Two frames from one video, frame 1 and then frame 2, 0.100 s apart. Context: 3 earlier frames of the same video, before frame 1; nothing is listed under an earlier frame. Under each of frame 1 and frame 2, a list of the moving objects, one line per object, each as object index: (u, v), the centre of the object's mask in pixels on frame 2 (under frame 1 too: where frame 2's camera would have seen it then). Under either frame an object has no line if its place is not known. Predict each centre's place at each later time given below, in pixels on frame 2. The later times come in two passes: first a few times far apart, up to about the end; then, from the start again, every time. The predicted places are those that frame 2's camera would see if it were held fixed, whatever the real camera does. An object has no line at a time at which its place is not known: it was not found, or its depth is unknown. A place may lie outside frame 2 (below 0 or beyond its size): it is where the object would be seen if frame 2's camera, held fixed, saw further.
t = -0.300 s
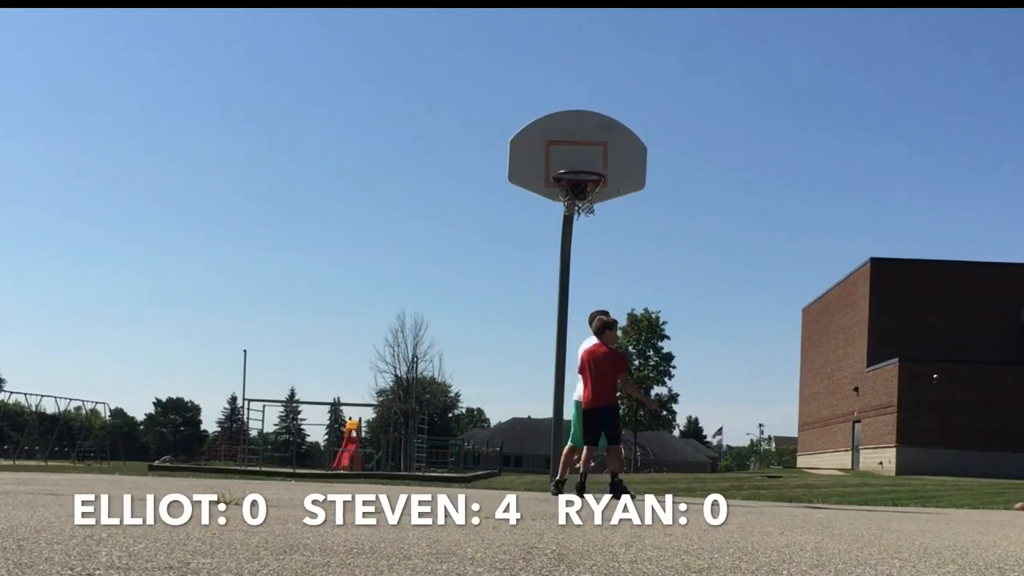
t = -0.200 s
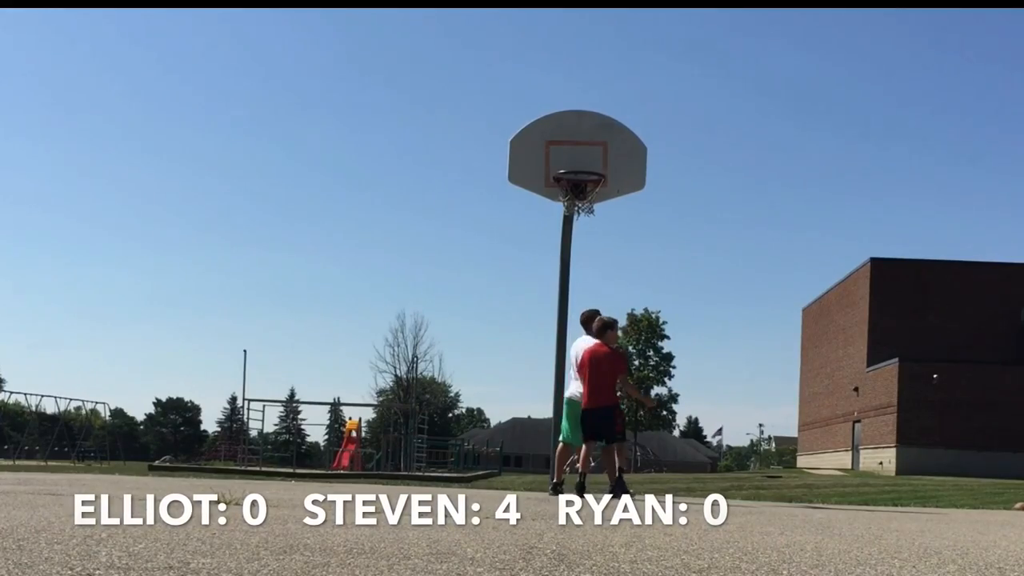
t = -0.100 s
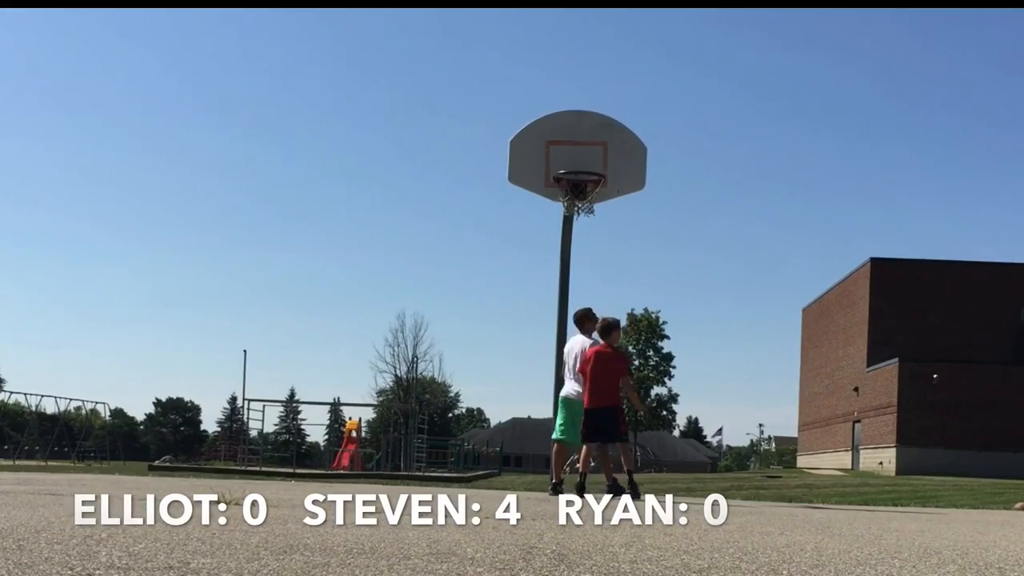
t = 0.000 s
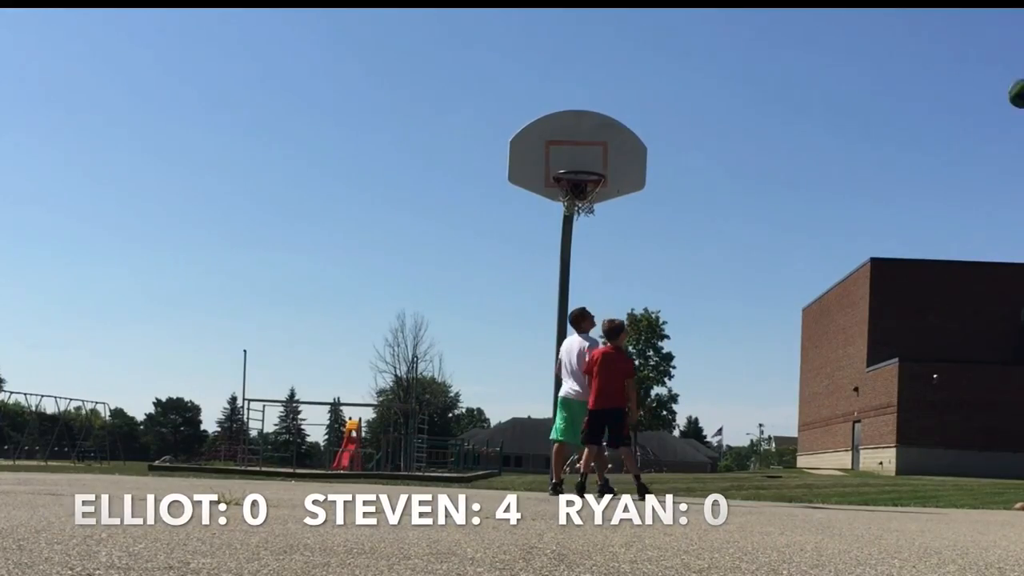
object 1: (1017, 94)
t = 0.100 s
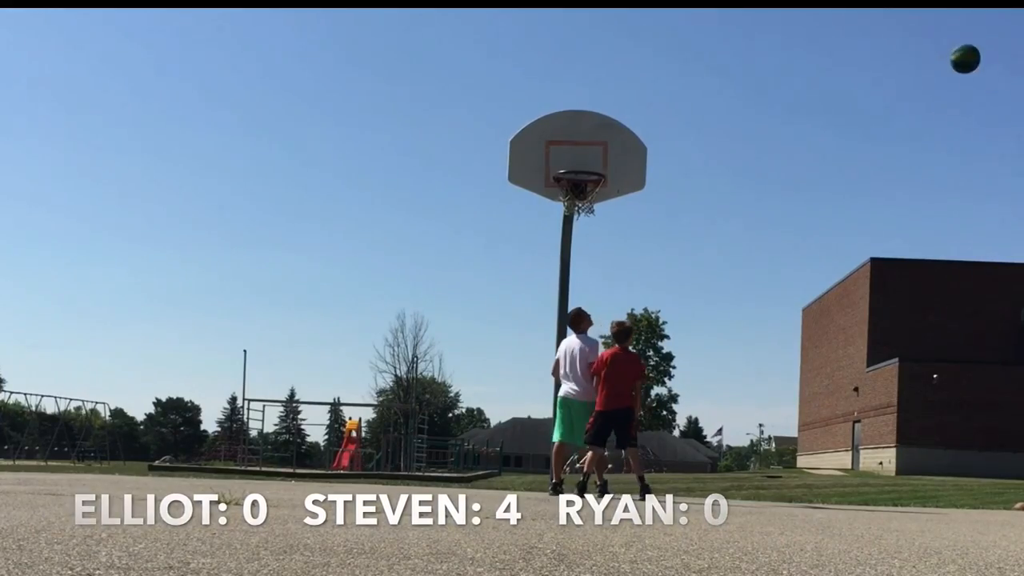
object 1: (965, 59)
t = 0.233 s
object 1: (891, 32)
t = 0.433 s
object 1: (789, 31)
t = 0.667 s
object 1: (677, 82)
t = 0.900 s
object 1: (571, 184)
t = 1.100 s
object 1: (589, 194)
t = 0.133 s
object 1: (946, 50)
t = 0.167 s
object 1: (928, 42)
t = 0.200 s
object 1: (910, 37)
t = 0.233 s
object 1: (891, 32)
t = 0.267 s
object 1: (874, 29)
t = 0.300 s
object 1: (856, 27)
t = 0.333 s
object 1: (839, 26)
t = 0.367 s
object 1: (822, 27)
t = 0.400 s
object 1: (805, 28)
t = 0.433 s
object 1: (789, 31)
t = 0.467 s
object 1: (772, 35)
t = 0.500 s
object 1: (756, 41)
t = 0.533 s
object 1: (740, 47)
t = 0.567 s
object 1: (724, 54)
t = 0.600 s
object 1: (708, 62)
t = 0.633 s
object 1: (693, 72)
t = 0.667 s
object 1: (677, 82)
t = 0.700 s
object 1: (662, 93)
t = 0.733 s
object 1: (647, 106)
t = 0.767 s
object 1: (632, 119)
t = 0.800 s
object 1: (617, 133)
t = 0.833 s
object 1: (602, 148)
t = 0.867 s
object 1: (588, 164)
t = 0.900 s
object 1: (571, 184)
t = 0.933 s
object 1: (572, 193)
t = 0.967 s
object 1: (574, 202)
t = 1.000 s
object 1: (579, 202)
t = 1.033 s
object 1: (583, 200)
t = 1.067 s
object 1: (587, 196)
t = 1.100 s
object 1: (589, 194)
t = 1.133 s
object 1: (589, 191)
